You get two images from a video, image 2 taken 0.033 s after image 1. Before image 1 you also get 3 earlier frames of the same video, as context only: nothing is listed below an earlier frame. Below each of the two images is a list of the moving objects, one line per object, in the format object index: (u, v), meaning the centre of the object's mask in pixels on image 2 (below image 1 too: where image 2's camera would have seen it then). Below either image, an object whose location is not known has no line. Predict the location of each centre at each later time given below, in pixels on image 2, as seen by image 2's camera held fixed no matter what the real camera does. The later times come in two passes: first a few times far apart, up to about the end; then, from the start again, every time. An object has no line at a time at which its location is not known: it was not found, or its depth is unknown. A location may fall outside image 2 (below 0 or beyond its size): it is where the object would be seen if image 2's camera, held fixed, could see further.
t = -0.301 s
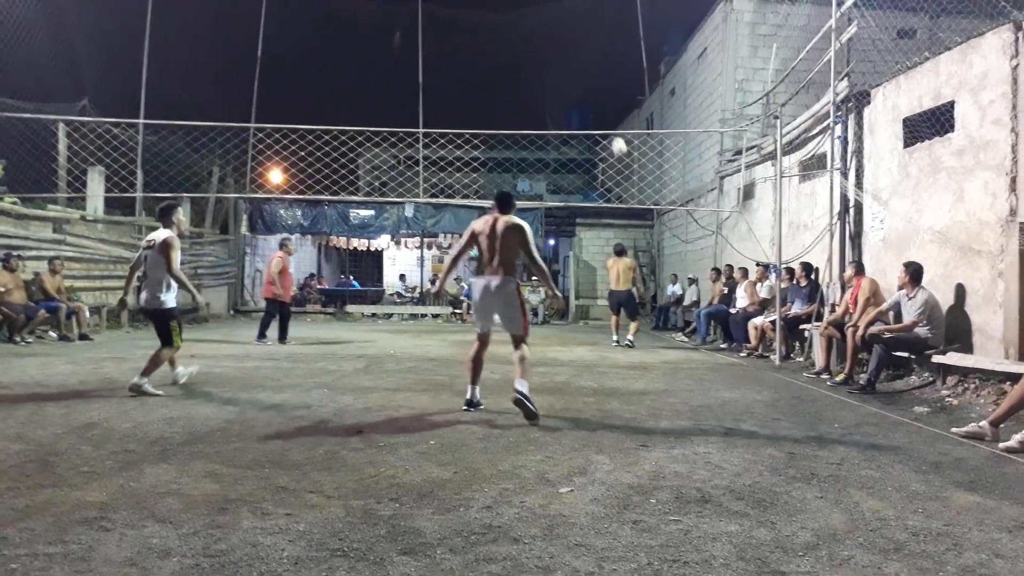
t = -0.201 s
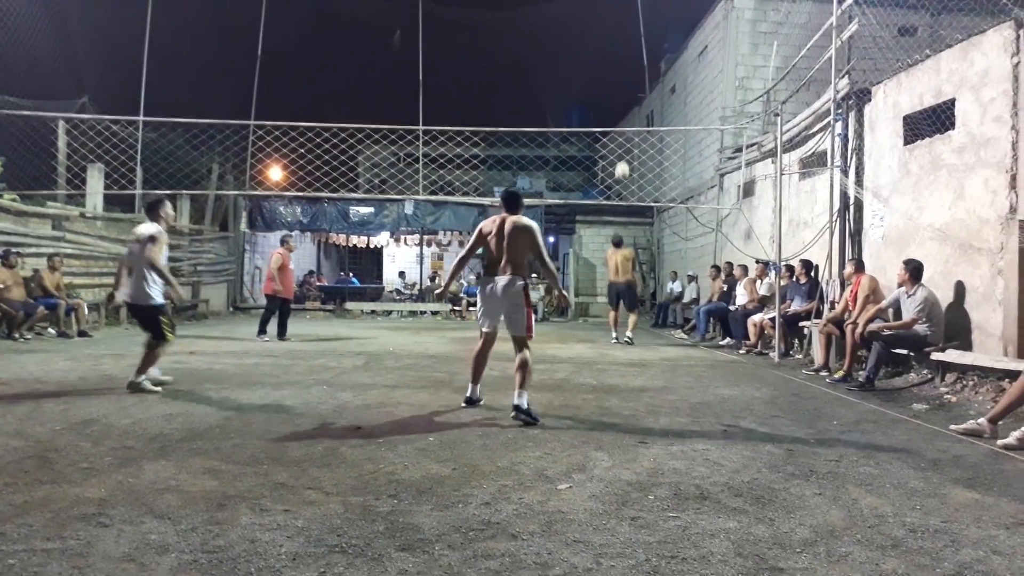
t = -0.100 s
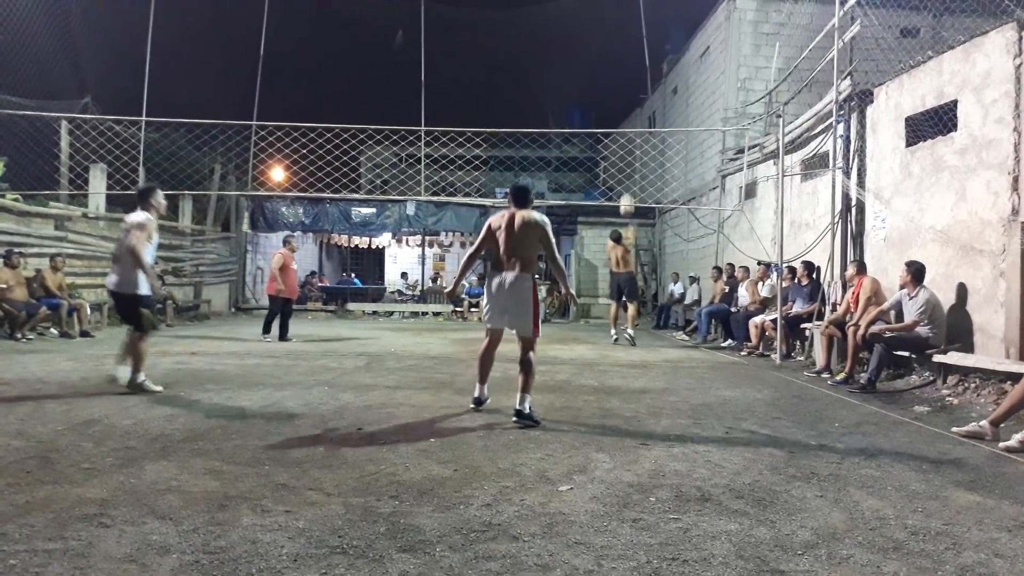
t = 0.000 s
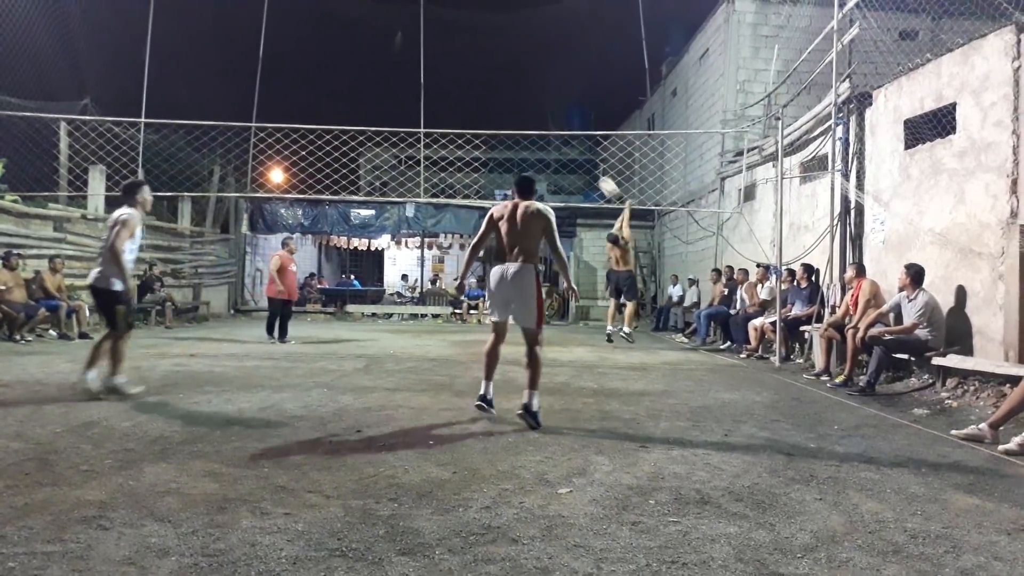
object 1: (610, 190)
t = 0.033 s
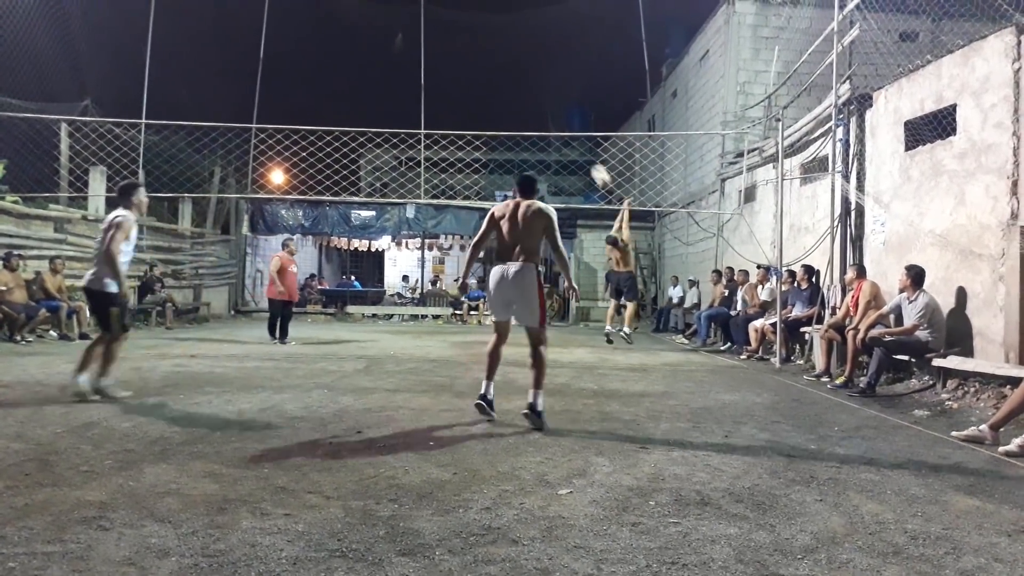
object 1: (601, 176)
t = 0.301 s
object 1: (521, 88)
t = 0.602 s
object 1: (390, 33)
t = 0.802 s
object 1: (263, 40)
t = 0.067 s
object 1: (592, 163)
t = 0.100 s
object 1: (582, 151)
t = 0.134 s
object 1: (574, 140)
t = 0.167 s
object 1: (563, 127)
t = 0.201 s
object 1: (554, 119)
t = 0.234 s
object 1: (544, 107)
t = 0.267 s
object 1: (533, 97)
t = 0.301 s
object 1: (521, 88)
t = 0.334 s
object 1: (509, 79)
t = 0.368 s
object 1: (497, 71)
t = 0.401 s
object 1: (484, 63)
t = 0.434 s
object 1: (470, 56)
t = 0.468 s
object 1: (455, 50)
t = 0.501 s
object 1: (440, 44)
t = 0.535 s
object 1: (424, 39)
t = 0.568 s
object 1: (407, 35)
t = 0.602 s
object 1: (390, 33)
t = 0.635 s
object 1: (371, 30)
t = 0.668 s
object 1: (352, 30)
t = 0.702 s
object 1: (330, 31)
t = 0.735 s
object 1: (308, 33)
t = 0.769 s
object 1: (287, 36)
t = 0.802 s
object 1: (263, 40)
